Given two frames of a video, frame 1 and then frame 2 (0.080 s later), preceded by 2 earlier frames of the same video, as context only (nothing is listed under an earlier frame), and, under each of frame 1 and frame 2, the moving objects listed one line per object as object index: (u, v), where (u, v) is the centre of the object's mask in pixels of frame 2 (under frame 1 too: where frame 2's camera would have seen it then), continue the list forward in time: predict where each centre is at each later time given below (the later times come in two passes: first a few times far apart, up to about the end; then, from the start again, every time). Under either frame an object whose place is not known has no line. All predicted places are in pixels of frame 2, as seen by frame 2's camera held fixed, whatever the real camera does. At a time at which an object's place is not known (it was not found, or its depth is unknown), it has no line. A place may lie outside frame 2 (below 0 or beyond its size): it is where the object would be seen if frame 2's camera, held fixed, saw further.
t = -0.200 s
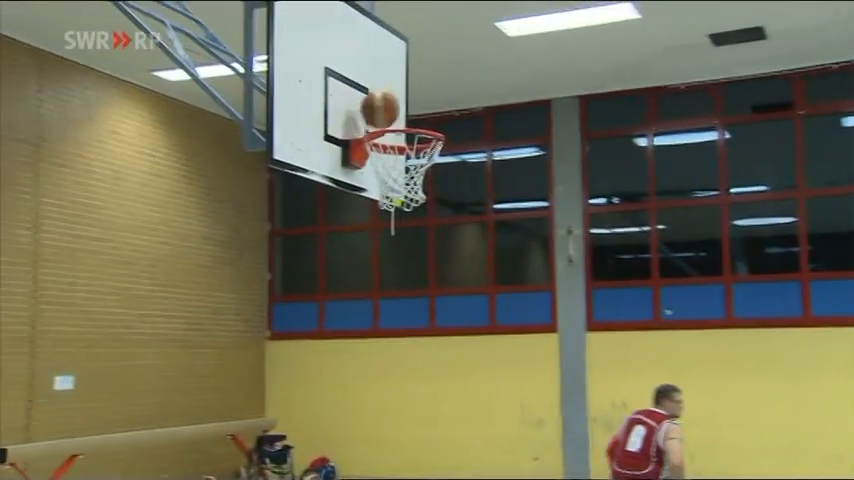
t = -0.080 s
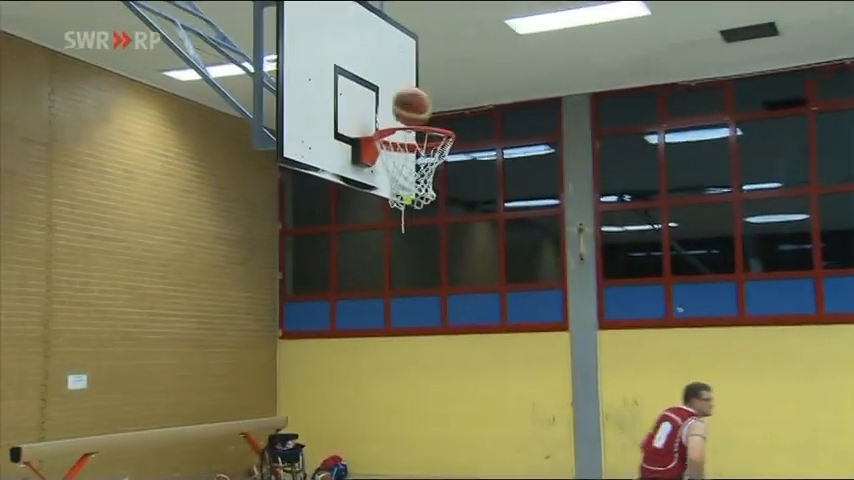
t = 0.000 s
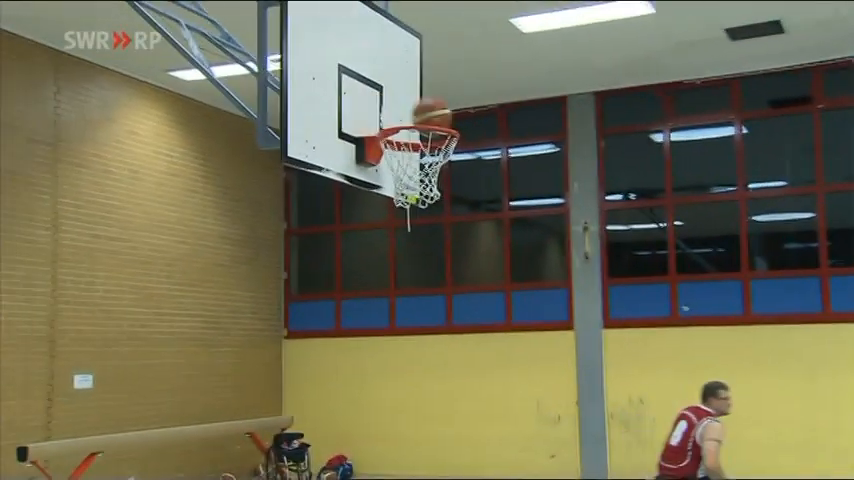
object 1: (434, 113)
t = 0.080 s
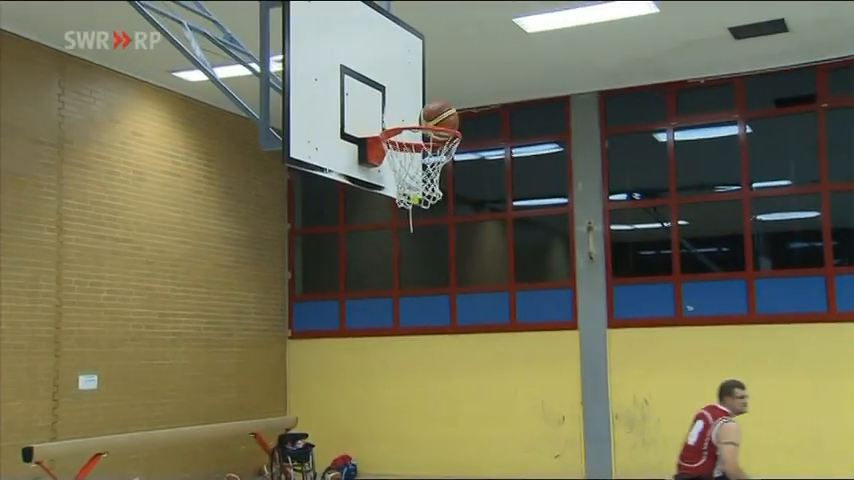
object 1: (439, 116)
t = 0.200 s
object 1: (434, 116)
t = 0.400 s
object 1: (426, 177)
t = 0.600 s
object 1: (408, 264)
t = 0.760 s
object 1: (394, 384)
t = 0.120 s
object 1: (438, 115)
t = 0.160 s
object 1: (436, 116)
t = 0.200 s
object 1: (434, 116)
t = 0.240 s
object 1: (432, 129)
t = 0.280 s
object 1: (429, 141)
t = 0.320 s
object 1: (430, 148)
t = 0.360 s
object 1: (428, 165)
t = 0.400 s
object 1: (426, 177)
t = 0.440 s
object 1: (424, 189)
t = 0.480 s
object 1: (419, 207)
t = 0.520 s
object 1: (415, 222)
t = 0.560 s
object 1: (411, 241)
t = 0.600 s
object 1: (408, 264)
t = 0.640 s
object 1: (404, 288)
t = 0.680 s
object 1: (401, 317)
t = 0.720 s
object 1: (397, 349)
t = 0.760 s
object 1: (394, 384)
